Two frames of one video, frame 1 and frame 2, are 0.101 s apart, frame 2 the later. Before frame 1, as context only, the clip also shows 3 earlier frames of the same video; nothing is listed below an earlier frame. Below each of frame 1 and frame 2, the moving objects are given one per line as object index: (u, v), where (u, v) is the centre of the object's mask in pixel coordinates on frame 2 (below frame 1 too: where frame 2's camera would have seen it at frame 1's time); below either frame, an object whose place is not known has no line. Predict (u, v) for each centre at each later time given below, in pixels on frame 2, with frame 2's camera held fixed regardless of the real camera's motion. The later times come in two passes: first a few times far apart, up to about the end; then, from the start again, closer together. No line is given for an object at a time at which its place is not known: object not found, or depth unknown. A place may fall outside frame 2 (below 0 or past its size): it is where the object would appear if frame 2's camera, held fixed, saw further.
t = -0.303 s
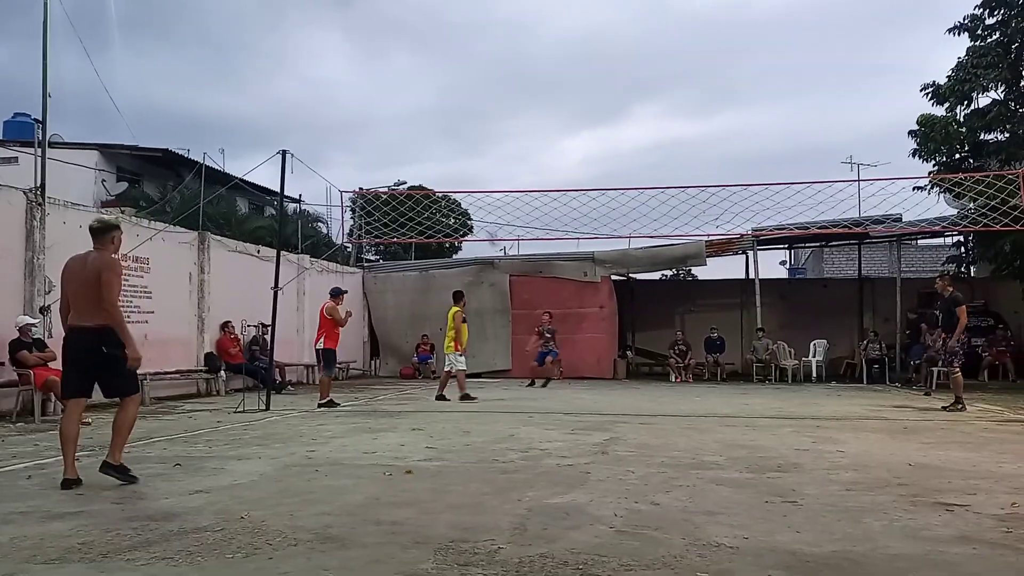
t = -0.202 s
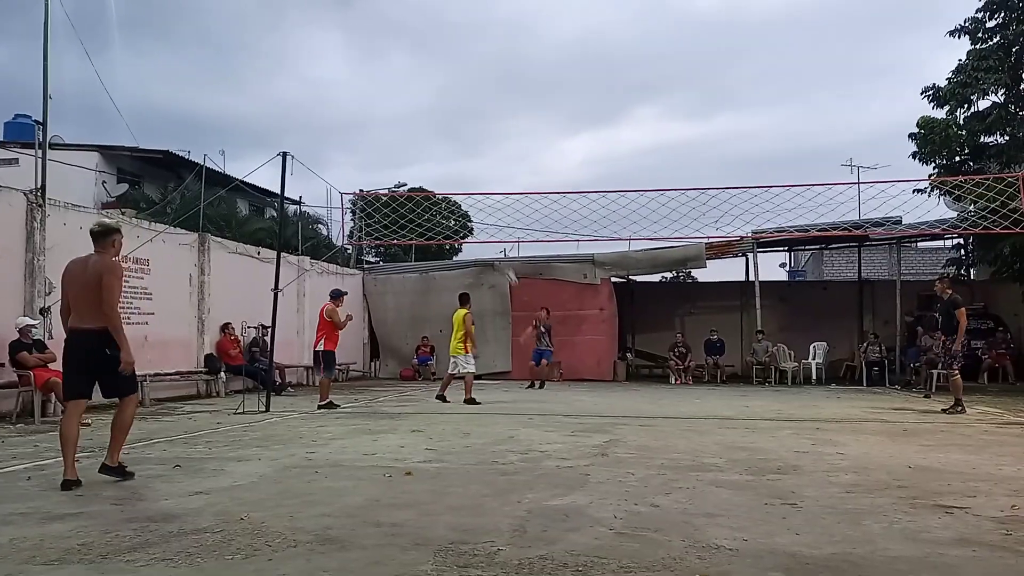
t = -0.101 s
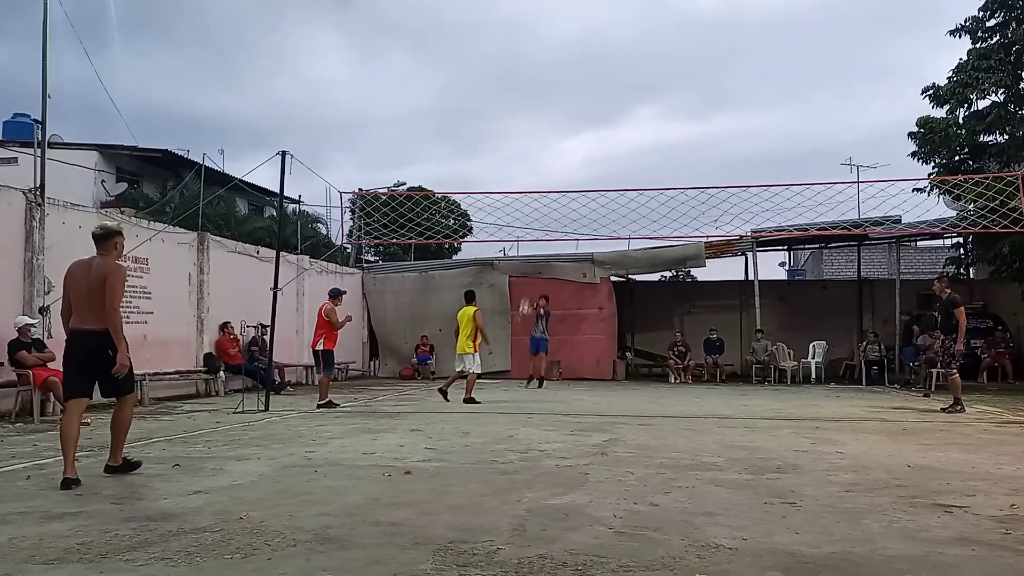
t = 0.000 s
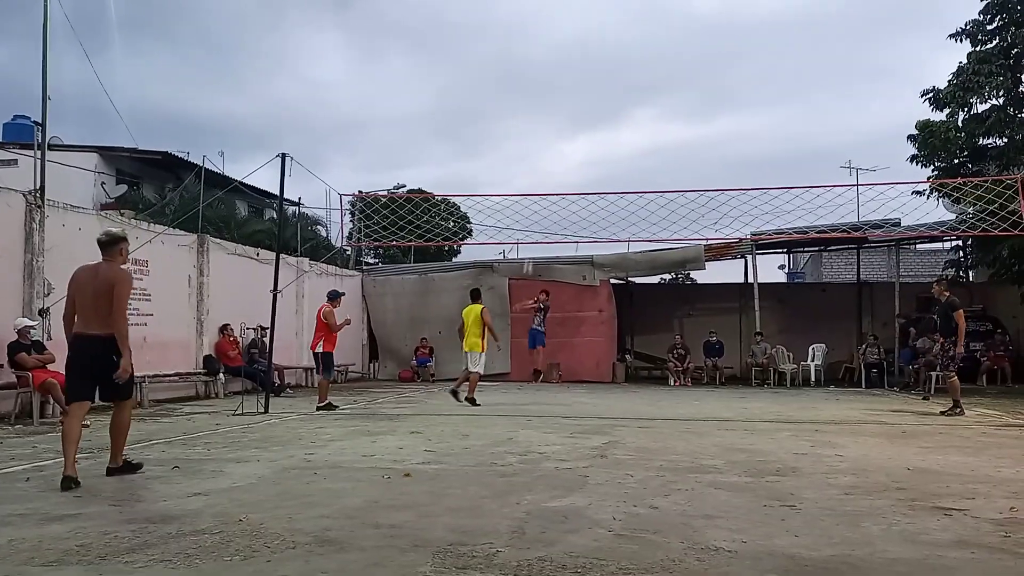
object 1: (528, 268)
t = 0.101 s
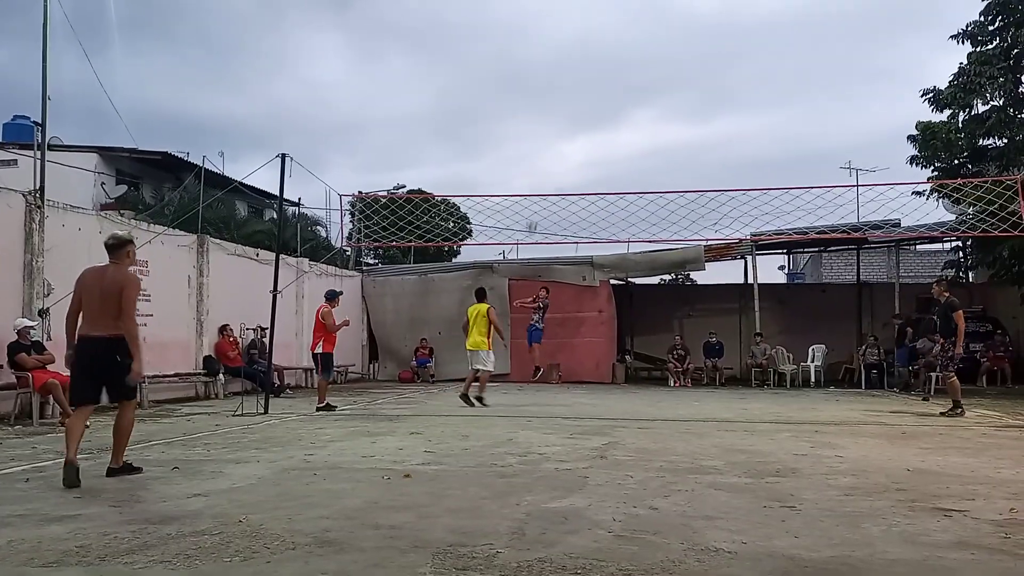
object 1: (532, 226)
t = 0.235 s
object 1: (537, 178)
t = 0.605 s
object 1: (554, 84)
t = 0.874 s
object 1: (568, 55)
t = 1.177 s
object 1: (583, 78)
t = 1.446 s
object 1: (597, 156)
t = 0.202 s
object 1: (536, 189)
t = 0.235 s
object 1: (537, 178)
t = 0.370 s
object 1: (543, 136)
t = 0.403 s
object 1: (545, 127)
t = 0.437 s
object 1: (546, 118)
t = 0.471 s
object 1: (548, 110)
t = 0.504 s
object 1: (550, 103)
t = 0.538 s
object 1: (551, 96)
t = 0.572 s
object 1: (553, 89)
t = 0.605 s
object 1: (554, 84)
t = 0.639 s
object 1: (556, 78)
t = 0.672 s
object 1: (558, 73)
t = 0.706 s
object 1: (560, 68)
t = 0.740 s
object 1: (561, 64)
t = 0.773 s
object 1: (563, 61)
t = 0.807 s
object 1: (565, 59)
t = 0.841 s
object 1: (566, 57)
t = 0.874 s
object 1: (568, 55)
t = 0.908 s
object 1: (570, 56)
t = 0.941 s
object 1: (571, 57)
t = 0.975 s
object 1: (573, 57)
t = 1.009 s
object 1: (575, 59)
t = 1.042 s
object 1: (576, 60)
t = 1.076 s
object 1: (578, 63)
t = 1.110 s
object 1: (580, 67)
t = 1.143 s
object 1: (581, 72)
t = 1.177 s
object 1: (583, 78)
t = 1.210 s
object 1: (585, 85)
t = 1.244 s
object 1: (586, 92)
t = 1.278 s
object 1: (588, 100)
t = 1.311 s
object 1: (589, 109)
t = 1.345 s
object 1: (591, 119)
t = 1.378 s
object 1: (593, 130)
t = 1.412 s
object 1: (595, 142)
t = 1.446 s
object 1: (597, 156)
